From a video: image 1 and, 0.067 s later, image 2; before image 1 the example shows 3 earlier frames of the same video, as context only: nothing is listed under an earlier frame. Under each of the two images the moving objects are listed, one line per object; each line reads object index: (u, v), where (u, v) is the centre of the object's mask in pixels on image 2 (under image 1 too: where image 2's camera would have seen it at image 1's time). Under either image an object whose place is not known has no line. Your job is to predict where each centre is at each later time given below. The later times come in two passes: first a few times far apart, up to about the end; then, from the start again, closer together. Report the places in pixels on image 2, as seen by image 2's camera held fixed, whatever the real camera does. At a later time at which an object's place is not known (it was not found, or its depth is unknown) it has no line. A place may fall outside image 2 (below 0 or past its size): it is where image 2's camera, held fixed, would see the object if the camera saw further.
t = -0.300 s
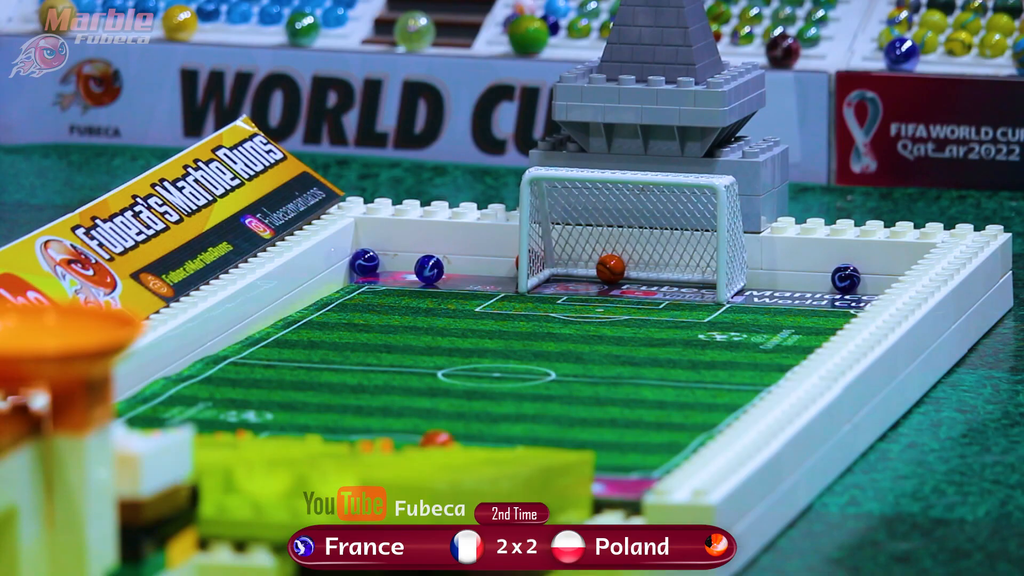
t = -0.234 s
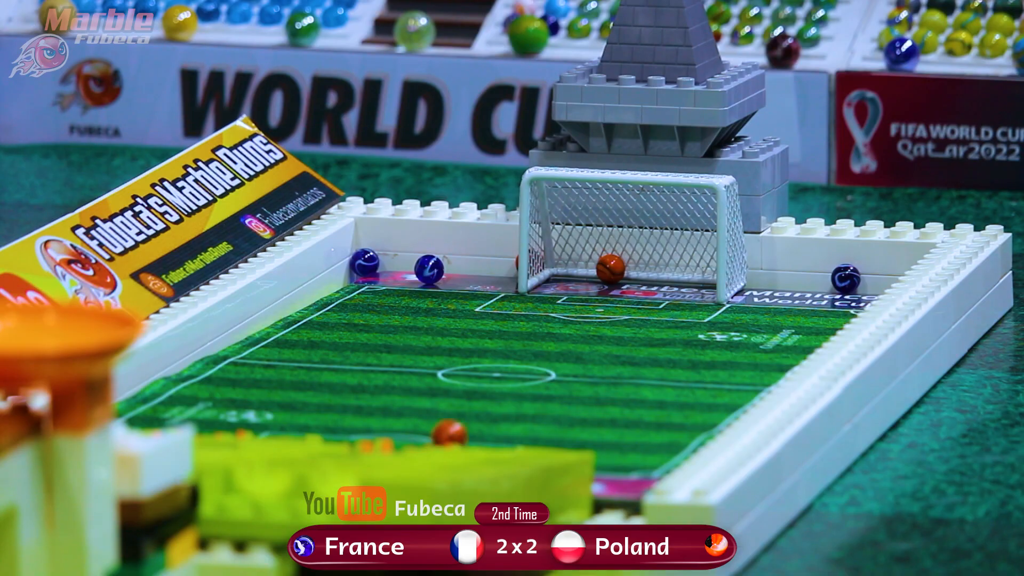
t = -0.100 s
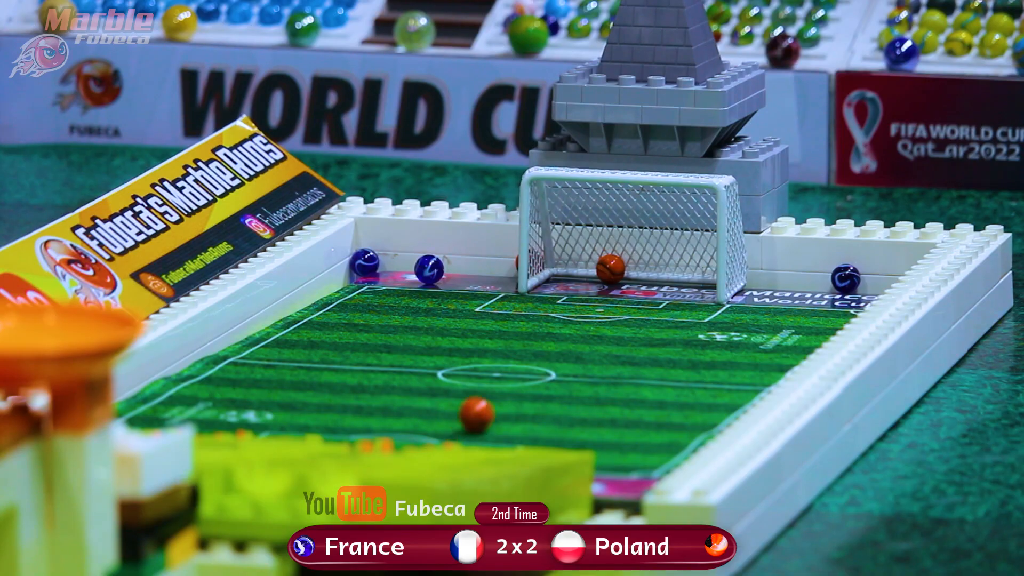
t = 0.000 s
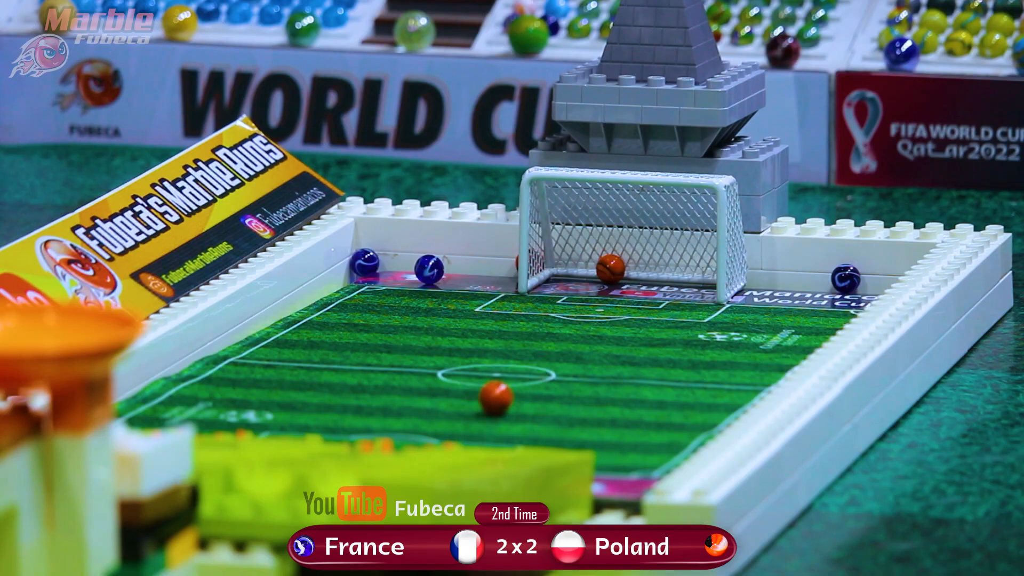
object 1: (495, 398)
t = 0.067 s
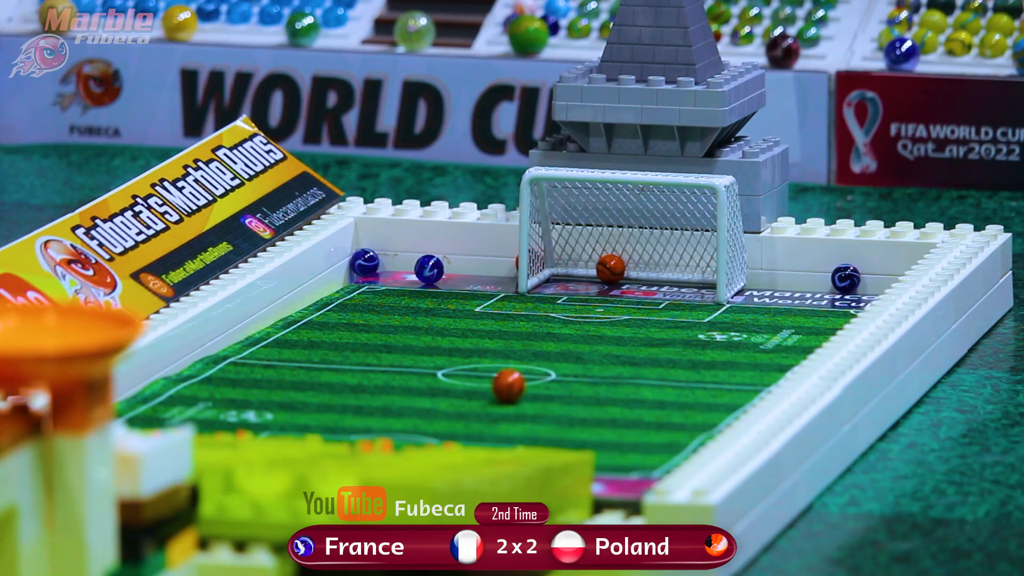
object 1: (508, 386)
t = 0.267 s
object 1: (551, 352)
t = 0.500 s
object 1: (602, 313)
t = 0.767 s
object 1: (657, 268)
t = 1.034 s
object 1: (639, 270)
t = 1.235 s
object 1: (636, 270)
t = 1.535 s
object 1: (636, 270)
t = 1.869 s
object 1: (636, 270)
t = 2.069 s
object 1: (636, 270)
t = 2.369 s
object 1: (636, 270)
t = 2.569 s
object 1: (636, 270)
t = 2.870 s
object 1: (636, 270)
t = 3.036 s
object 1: (636, 270)
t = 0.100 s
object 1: (515, 381)
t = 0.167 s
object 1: (529, 369)
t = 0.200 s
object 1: (536, 363)
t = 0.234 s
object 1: (544, 358)
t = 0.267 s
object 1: (551, 352)
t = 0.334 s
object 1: (565, 339)
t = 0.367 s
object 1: (572, 334)
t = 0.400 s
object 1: (580, 330)
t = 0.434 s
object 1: (587, 324)
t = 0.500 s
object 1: (602, 313)
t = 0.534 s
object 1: (610, 308)
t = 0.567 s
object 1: (617, 301)
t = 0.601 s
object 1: (625, 296)
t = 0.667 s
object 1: (639, 285)
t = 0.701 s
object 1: (646, 280)
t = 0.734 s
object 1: (653, 274)
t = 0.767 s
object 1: (657, 268)
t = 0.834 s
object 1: (649, 271)
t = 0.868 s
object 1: (647, 271)
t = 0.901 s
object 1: (645, 271)
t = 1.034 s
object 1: (639, 270)
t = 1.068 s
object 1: (638, 270)
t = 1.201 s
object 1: (636, 270)
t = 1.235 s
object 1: (636, 270)
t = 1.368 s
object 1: (636, 270)
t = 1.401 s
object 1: (636, 270)
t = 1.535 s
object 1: (636, 270)
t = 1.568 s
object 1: (636, 270)
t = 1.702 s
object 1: (636, 270)
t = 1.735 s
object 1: (636, 270)
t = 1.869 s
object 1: (636, 270)
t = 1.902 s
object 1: (636, 270)
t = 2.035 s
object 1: (636, 270)
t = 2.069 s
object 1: (636, 270)
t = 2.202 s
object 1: (636, 270)
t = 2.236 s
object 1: (636, 270)
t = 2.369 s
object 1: (636, 270)
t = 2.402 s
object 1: (636, 270)
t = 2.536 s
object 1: (636, 270)
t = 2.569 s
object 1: (636, 270)
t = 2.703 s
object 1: (636, 270)
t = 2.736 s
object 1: (636, 270)
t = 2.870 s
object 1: (636, 270)
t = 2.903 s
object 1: (636, 270)
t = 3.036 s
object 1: (636, 270)
